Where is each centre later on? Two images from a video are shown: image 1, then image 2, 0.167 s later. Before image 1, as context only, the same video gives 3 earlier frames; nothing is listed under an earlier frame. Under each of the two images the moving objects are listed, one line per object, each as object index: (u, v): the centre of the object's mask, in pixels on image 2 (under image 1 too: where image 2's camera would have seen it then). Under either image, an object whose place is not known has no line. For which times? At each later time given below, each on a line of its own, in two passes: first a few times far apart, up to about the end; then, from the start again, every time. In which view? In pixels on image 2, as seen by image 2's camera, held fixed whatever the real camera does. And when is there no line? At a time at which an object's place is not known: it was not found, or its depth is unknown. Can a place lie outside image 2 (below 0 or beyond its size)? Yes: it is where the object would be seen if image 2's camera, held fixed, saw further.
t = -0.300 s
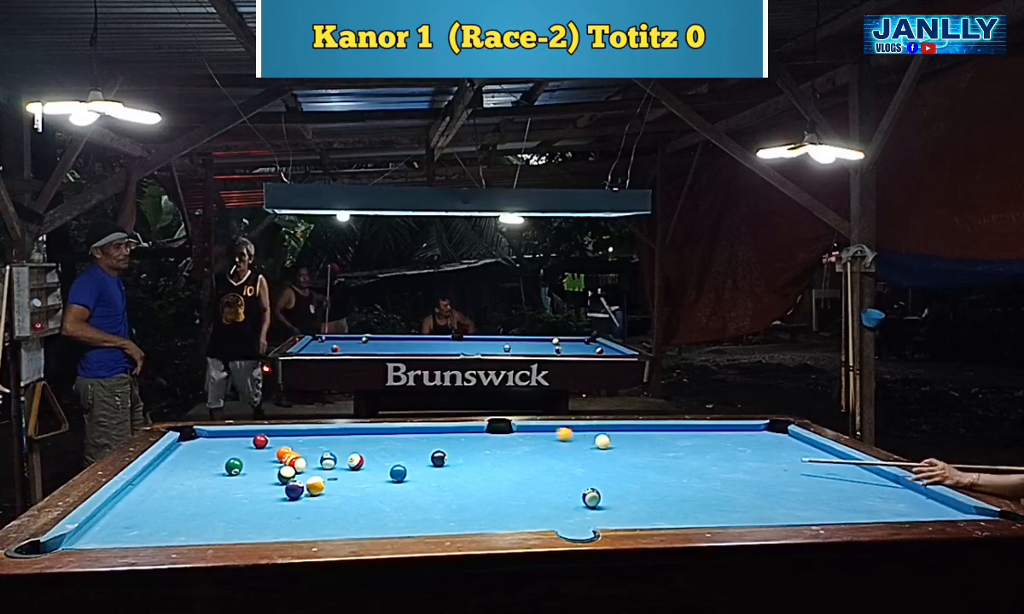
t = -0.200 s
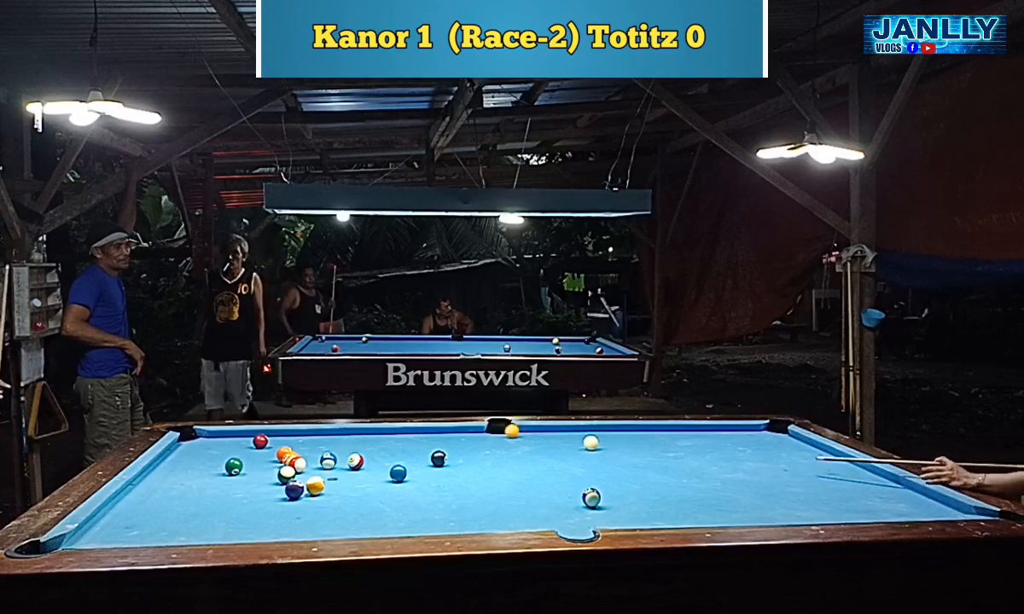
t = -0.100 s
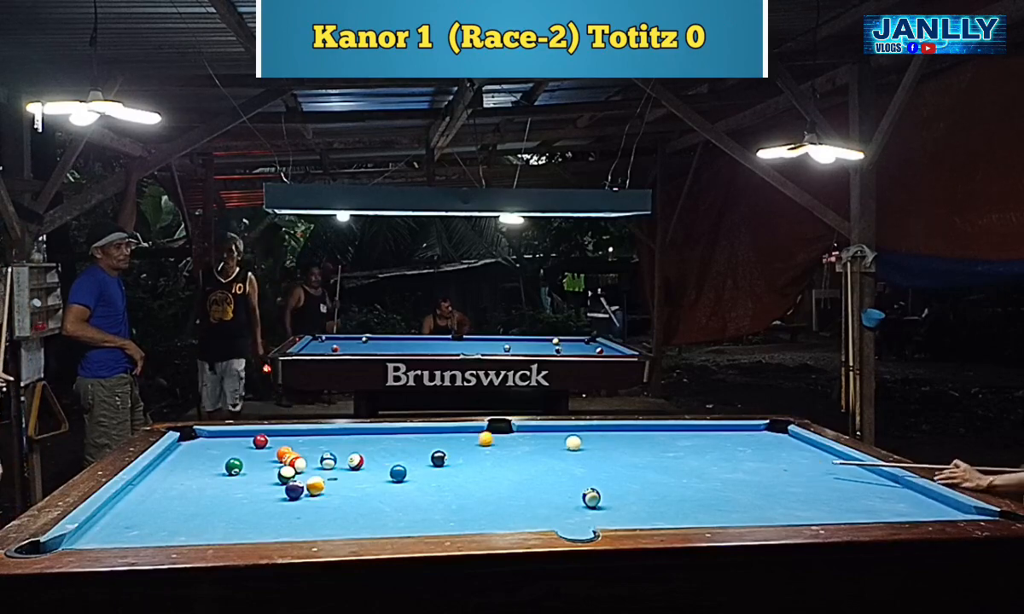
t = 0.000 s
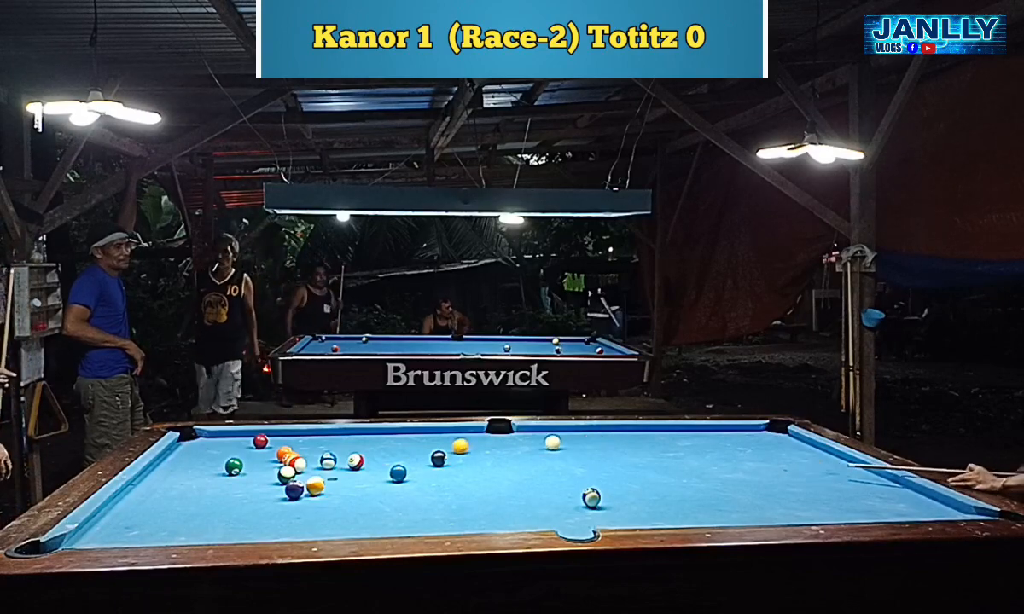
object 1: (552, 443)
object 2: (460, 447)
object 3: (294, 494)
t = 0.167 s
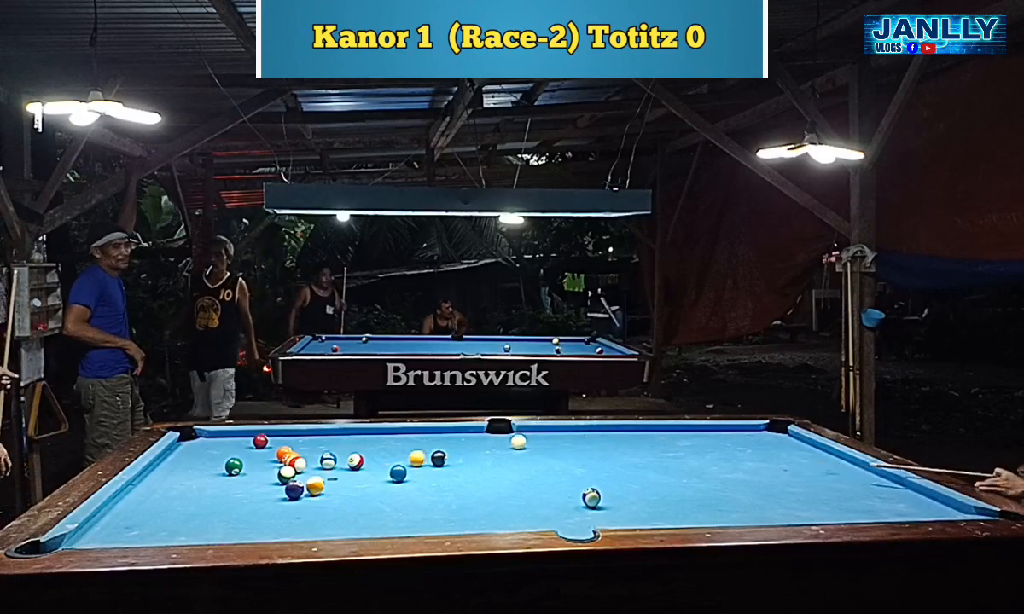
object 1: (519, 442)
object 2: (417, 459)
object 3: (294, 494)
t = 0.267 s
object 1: (498, 442)
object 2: (387, 466)
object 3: (294, 492)
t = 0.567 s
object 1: (439, 441)
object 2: (334, 488)
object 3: (251, 499)
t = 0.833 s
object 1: (387, 440)
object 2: (321, 502)
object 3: (164, 515)
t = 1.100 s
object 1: (337, 439)
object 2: (307, 516)
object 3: (94, 530)
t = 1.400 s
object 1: (282, 439)
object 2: (292, 528)
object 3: (129, 535)
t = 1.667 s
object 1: (256, 435)
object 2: (298, 528)
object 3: (165, 533)
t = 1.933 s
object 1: (237, 433)
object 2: (309, 524)
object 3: (200, 530)
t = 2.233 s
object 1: (219, 435)
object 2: (319, 519)
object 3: (233, 526)
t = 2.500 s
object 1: (205, 438)
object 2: (326, 515)
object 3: (260, 523)
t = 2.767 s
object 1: (193, 439)
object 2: (332, 512)
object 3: (283, 520)
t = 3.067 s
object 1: (183, 441)
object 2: (338, 510)
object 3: (304, 516)
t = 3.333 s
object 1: (185, 441)
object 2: (342, 508)
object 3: (321, 514)
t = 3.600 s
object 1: (187, 442)
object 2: (348, 507)
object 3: (331, 513)
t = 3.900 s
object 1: (189, 442)
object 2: (354, 505)
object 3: (336, 512)
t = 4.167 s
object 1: (189, 442)
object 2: (357, 505)
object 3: (338, 512)
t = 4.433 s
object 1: (189, 442)
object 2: (358, 505)
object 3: (338, 512)
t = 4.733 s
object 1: (189, 442)
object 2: (358, 505)
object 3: (338, 512)
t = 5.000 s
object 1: (189, 442)
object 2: (358, 505)
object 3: (338, 512)
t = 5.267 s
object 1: (189, 442)
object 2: (358, 505)
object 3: (338, 512)
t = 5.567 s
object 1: (188, 442)
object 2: (358, 505)
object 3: (339, 512)
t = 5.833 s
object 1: (188, 442)
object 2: (358, 505)
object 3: (339, 512)
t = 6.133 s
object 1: (189, 442)
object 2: (358, 505)
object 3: (338, 512)
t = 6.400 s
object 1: (189, 442)
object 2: (358, 505)
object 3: (339, 512)
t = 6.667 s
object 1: (189, 442)
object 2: (358, 505)
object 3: (339, 512)
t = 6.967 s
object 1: (188, 442)
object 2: (358, 505)
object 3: (338, 513)
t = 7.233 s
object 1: (188, 442)
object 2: (358, 505)
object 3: (338, 512)
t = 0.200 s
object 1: (512, 442)
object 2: (408, 460)
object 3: (294, 492)
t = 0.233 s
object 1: (505, 442)
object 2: (398, 461)
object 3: (294, 492)
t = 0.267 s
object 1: (498, 442)
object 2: (387, 466)
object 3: (294, 492)
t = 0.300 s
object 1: (492, 442)
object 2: (378, 470)
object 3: (294, 492)
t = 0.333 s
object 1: (485, 442)
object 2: (367, 473)
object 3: (294, 492)
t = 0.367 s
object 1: (479, 441)
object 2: (357, 476)
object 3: (294, 492)
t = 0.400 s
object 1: (472, 441)
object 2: (346, 479)
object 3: (294, 492)
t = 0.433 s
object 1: (465, 441)
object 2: (335, 482)
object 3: (294, 492)
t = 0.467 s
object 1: (459, 441)
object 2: (334, 484)
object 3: (287, 493)
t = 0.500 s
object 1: (452, 441)
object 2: (334, 485)
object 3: (274, 495)
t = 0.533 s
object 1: (445, 441)
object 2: (334, 487)
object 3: (262, 496)
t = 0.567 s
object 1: (439, 441)
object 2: (334, 488)
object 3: (251, 499)
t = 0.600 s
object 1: (432, 441)
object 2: (332, 489)
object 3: (240, 501)
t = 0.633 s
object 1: (426, 441)
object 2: (331, 490)
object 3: (230, 502)
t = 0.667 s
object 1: (419, 441)
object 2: (329, 493)
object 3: (219, 504)
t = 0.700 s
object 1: (413, 441)
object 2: (328, 495)
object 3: (209, 506)
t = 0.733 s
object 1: (406, 441)
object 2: (326, 496)
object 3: (198, 508)
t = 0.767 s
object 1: (400, 441)
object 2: (324, 498)
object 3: (187, 510)
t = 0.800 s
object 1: (394, 440)
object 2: (323, 500)
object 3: (175, 513)
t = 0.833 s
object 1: (387, 440)
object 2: (321, 502)
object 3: (164, 515)
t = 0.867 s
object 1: (381, 440)
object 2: (319, 503)
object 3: (153, 516)
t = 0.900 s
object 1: (374, 440)
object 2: (317, 505)
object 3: (142, 519)
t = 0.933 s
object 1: (368, 440)
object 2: (316, 506)
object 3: (130, 521)
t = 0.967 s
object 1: (362, 440)
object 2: (314, 508)
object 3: (117, 524)
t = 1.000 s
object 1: (356, 440)
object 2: (312, 510)
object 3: (106, 526)
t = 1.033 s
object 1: (349, 440)
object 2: (311, 512)
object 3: (93, 528)
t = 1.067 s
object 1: (343, 440)
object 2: (309, 514)
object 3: (89, 529)
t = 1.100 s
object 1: (337, 439)
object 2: (307, 516)
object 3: (94, 530)
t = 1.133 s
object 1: (331, 439)
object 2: (305, 518)
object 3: (98, 530)
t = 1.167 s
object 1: (325, 439)
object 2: (304, 519)
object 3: (102, 531)
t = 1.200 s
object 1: (319, 439)
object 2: (302, 521)
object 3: (106, 532)
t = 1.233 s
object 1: (313, 439)
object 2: (301, 522)
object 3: (110, 532)
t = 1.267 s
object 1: (307, 439)
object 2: (299, 524)
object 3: (114, 533)
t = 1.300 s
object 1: (301, 439)
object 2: (297, 525)
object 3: (117, 533)
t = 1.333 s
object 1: (294, 439)
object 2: (296, 527)
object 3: (121, 534)
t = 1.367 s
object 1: (288, 439)
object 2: (294, 527)
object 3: (125, 534)
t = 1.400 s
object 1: (282, 439)
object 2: (292, 528)
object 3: (129, 535)
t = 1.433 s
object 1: (276, 439)
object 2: (291, 529)
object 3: (133, 535)
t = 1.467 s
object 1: (273, 438)
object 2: (289, 531)
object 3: (136, 535)
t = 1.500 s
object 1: (270, 438)
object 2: (290, 530)
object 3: (141, 535)
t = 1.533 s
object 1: (267, 438)
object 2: (292, 529)
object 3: (146, 535)
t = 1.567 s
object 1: (265, 437)
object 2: (293, 529)
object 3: (151, 534)
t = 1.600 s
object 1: (261, 437)
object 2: (295, 529)
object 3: (156, 534)
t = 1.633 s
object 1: (259, 436)
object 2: (297, 528)
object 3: (160, 534)
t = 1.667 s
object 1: (256, 435)
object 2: (298, 528)
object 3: (165, 533)
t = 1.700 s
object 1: (253, 435)
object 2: (300, 527)
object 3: (169, 533)
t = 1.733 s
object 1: (251, 434)
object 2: (301, 527)
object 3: (174, 532)
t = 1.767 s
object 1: (248, 434)
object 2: (303, 526)
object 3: (179, 532)
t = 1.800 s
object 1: (246, 433)
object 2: (304, 525)
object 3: (183, 531)
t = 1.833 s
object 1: (244, 433)
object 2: (306, 524)
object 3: (188, 531)
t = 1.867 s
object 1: (242, 432)
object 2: (307, 524)
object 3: (192, 530)
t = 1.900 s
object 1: (239, 433)
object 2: (308, 524)
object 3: (196, 530)
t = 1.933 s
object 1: (237, 433)
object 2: (309, 524)
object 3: (200, 530)
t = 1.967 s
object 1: (234, 433)
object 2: (310, 523)
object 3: (203, 529)
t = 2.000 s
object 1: (232, 434)
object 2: (311, 523)
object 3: (207, 529)
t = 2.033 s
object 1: (230, 434)
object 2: (312, 522)
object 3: (211, 529)
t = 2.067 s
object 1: (229, 434)
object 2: (314, 522)
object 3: (215, 528)
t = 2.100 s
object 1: (227, 434)
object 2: (315, 521)
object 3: (219, 528)
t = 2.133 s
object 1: (225, 434)
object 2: (316, 520)
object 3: (223, 527)
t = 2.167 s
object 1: (224, 435)
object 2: (317, 520)
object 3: (227, 526)
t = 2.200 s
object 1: (222, 435)
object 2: (318, 520)
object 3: (230, 526)
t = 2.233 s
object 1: (219, 435)
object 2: (319, 519)
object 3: (233, 526)
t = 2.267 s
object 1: (218, 435)
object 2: (320, 519)
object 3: (237, 526)
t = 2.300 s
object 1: (216, 436)
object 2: (321, 518)
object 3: (241, 525)
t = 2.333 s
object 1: (214, 436)
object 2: (322, 517)
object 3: (244, 525)
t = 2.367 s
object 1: (212, 437)
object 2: (323, 517)
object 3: (247, 524)
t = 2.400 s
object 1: (211, 437)
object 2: (324, 517)
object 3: (250, 524)
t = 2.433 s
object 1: (209, 437)
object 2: (325, 516)
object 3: (254, 524)
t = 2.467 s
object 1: (207, 437)
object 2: (326, 516)
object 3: (257, 523)
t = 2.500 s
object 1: (205, 438)
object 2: (326, 515)
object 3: (260, 523)
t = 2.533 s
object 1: (204, 438)
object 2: (327, 515)
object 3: (263, 522)
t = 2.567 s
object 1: (202, 438)
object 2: (328, 514)
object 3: (266, 522)
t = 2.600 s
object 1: (201, 438)
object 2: (329, 514)
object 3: (269, 521)
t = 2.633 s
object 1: (199, 439)
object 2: (330, 513)
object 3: (272, 521)
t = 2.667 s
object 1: (198, 439)
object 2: (330, 513)
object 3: (274, 521)
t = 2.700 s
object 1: (196, 439)
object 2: (331, 513)
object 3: (277, 520)
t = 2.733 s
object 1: (195, 439)
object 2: (332, 512)
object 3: (280, 520)
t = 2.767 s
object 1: (193, 439)
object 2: (332, 512)
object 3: (283, 520)
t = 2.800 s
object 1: (192, 440)
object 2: (333, 512)
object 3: (285, 519)
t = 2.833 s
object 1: (190, 439)
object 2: (334, 512)
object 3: (288, 519)
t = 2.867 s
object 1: (189, 440)
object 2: (335, 511)
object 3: (290, 518)
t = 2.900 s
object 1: (188, 440)
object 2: (335, 511)
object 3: (293, 518)
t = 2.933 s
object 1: (186, 441)
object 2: (336, 511)
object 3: (295, 518)
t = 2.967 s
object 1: (185, 440)
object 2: (337, 510)
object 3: (298, 517)
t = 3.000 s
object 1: (184, 441)
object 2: (337, 510)
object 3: (300, 517)
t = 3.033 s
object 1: (183, 441)
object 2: (338, 510)
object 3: (302, 517)
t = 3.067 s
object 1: (183, 441)
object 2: (338, 510)
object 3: (304, 516)
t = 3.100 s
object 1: (183, 441)
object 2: (339, 510)
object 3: (306, 516)
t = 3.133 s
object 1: (183, 441)
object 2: (339, 509)
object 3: (309, 516)
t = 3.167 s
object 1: (184, 441)
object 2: (340, 509)
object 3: (311, 515)
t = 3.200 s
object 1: (184, 441)
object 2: (340, 509)
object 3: (313, 515)
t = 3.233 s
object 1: (184, 441)
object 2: (341, 509)
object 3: (315, 515)
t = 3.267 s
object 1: (185, 441)
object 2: (341, 509)
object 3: (317, 514)
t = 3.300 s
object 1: (185, 441)
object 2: (342, 509)
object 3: (318, 514)
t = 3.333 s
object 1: (185, 441)
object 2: (342, 508)
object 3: (321, 514)
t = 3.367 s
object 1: (186, 441)
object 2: (343, 508)
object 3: (322, 513)
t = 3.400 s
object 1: (186, 441)
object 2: (343, 508)
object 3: (324, 513)
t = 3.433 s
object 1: (186, 442)
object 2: (344, 508)
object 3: (326, 513)
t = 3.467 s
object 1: (186, 442)
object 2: (344, 508)
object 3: (327, 513)
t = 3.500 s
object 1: (186, 442)
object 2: (345, 508)
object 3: (328, 513)
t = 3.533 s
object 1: (187, 442)
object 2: (346, 507)
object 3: (329, 513)
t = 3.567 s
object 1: (186, 442)
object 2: (348, 507)
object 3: (330, 513)
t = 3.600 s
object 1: (187, 442)
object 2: (348, 507)
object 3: (331, 513)
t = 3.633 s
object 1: (187, 442)
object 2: (349, 507)
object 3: (331, 513)
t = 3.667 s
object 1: (187, 442)
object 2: (349, 506)
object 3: (332, 513)
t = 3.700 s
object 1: (187, 442)
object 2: (350, 506)
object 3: (333, 513)
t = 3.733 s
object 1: (187, 442)
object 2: (351, 506)
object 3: (333, 513)
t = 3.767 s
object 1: (188, 442)
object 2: (352, 506)
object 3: (334, 513)
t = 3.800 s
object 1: (188, 442)
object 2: (352, 506)
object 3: (335, 513)
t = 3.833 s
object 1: (188, 442)
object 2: (353, 505)
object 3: (335, 512)
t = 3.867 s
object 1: (188, 442)
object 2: (353, 505)
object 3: (335, 512)
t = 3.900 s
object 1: (189, 442)
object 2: (354, 505)
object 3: (336, 512)
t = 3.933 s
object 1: (189, 442)
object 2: (354, 505)
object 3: (336, 512)
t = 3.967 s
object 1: (189, 442)
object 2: (355, 505)
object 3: (337, 512)
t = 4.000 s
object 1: (189, 442)
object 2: (355, 505)
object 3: (337, 512)
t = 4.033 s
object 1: (189, 442)
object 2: (356, 505)
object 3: (337, 512)
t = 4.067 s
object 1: (189, 442)
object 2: (356, 505)
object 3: (338, 512)
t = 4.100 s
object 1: (189, 442)
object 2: (356, 505)
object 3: (338, 512)
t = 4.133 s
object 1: (189, 442)
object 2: (357, 505)
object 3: (338, 512)
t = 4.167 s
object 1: (189, 442)
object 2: (357, 505)
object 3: (338, 512)
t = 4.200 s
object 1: (189, 442)
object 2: (357, 505)
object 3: (338, 512)
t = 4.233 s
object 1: (188, 442)
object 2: (357, 505)
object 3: (338, 512)
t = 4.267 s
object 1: (189, 442)
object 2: (358, 505)
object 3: (338, 512)
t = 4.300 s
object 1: (188, 442)
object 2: (358, 505)
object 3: (338, 512)
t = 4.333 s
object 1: (189, 442)
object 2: (358, 505)
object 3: (338, 512)
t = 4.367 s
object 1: (189, 442)
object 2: (358, 505)
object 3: (339, 512)
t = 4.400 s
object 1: (189, 442)
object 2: (358, 505)
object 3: (338, 512)
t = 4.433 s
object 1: (189, 442)
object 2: (358, 505)
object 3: (338, 512)
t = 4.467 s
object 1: (189, 442)
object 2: (358, 505)
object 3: (338, 512)
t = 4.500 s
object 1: (189, 442)
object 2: (358, 505)
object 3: (338, 512)
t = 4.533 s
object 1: (189, 442)
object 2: (358, 505)
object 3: (338, 512)
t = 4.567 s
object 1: (189, 442)
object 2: (358, 505)
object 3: (338, 512)
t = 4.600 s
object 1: (189, 442)
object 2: (358, 505)
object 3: (338, 512)
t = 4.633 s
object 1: (189, 442)
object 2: (358, 505)
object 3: (338, 512)
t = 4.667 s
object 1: (189, 442)
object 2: (358, 505)
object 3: (338, 512)
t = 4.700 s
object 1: (189, 442)
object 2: (358, 505)
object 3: (338, 512)
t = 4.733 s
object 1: (189, 442)
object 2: (358, 505)
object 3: (338, 512)
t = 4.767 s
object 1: (189, 442)
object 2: (358, 505)
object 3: (338, 512)
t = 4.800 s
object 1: (189, 442)
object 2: (358, 505)
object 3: (338, 512)
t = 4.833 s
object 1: (189, 442)
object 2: (358, 505)
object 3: (338, 512)
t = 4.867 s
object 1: (189, 442)
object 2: (358, 505)
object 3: (338, 512)
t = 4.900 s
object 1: (189, 442)
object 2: (358, 505)
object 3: (338, 512)
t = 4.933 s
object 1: (189, 442)
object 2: (358, 505)
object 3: (338, 512)
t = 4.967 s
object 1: (189, 442)
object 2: (358, 505)
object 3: (338, 512)
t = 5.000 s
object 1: (189, 442)
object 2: (358, 505)
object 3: (338, 512)
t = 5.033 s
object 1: (188, 442)
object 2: (358, 505)
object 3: (338, 512)
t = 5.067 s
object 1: (189, 442)
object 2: (358, 505)
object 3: (338, 512)
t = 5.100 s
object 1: (189, 442)
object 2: (358, 505)
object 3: (338, 512)
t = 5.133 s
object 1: (189, 442)
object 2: (358, 505)
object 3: (338, 512)
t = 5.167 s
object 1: (189, 442)
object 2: (358, 505)
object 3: (338, 512)
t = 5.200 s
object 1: (189, 442)
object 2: (358, 505)
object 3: (338, 512)
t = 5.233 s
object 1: (189, 442)
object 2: (358, 505)
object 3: (338, 512)
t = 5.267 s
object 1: (189, 442)
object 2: (358, 505)
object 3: (338, 512)
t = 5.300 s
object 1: (189, 442)
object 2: (358, 505)
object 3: (338, 512)
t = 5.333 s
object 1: (189, 442)
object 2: (358, 505)
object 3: (338, 512)
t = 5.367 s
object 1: (189, 442)
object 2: (358, 505)
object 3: (338, 512)
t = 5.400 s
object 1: (189, 442)
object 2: (358, 505)
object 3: (338, 512)
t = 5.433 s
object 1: (189, 442)
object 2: (358, 505)
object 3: (339, 512)
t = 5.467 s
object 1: (189, 442)
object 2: (358, 505)
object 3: (339, 512)
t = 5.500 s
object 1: (189, 442)
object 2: (358, 505)
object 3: (338, 512)
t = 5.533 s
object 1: (189, 442)
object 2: (358, 505)
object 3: (339, 512)
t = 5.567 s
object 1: (188, 442)
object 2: (358, 505)
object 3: (339, 512)
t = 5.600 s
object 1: (189, 442)
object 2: (358, 505)
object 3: (338, 512)
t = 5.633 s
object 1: (189, 442)
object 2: (358, 505)
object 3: (339, 512)
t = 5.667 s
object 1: (189, 442)
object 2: (358, 505)
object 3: (338, 512)
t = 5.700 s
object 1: (189, 442)
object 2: (358, 505)
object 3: (339, 512)
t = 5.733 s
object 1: (189, 442)
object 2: (358, 505)
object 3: (338, 512)
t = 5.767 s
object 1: (189, 442)
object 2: (358, 505)
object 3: (339, 512)
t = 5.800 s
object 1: (188, 442)
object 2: (358, 505)
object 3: (338, 512)
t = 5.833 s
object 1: (188, 442)
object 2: (358, 505)
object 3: (339, 512)
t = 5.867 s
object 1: (189, 442)
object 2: (358, 505)
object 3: (339, 512)
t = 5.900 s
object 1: (189, 442)
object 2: (358, 505)
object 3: (338, 512)
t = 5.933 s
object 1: (188, 442)
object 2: (358, 505)
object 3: (339, 512)
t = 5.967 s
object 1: (189, 442)
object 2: (358, 505)
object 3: (338, 512)
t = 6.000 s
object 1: (189, 442)
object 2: (358, 505)
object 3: (339, 512)
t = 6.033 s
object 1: (189, 442)
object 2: (358, 505)
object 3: (339, 512)
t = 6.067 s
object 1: (189, 442)
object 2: (358, 505)
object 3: (338, 512)
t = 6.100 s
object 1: (189, 442)
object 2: (358, 505)
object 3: (339, 512)
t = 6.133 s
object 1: (189, 442)
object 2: (358, 505)
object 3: (338, 512)
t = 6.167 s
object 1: (189, 442)
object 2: (358, 505)
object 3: (339, 512)
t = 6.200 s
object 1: (189, 442)
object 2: (358, 505)
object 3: (339, 512)
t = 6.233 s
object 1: (189, 442)
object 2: (358, 505)
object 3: (339, 512)
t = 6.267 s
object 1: (188, 442)
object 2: (358, 505)
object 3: (339, 512)
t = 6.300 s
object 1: (188, 442)
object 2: (358, 505)
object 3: (339, 512)
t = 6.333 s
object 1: (189, 442)
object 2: (358, 505)
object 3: (339, 512)
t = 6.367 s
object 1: (189, 442)
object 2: (358, 505)
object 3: (339, 512)
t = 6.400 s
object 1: (189, 442)
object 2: (358, 505)
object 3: (339, 512)
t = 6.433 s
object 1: (189, 442)
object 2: (358, 505)
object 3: (339, 512)
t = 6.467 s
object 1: (189, 442)
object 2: (358, 505)
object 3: (339, 512)
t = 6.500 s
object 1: (189, 442)
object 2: (358, 505)
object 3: (338, 512)
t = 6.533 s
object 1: (189, 442)
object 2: (358, 505)
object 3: (339, 512)
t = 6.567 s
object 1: (189, 442)
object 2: (358, 505)
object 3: (339, 512)
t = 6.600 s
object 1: (189, 442)
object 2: (358, 505)
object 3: (339, 512)
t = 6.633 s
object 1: (189, 442)
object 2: (358, 505)
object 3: (339, 512)
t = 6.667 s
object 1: (189, 442)
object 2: (358, 505)
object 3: (339, 512)
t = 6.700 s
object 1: (189, 442)
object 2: (358, 505)
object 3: (339, 512)
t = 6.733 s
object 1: (189, 442)
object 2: (358, 505)
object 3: (339, 512)
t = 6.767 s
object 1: (189, 442)
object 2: (358, 505)
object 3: (339, 512)
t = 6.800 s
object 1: (189, 442)
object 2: (358, 505)
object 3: (339, 512)
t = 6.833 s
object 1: (188, 442)
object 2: (358, 505)
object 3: (338, 512)
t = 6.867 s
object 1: (188, 442)
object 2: (358, 505)
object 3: (338, 513)
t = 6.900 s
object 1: (188, 442)
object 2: (358, 505)
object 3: (338, 513)
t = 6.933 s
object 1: (188, 442)
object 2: (358, 505)
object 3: (338, 513)
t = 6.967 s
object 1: (188, 442)
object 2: (358, 505)
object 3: (338, 513)
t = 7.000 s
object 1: (188, 442)
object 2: (358, 505)
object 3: (338, 512)
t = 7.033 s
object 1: (189, 442)
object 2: (358, 505)
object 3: (339, 512)
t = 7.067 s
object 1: (188, 442)
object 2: (358, 505)
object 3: (338, 512)
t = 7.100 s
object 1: (188, 442)
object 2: (358, 505)
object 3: (338, 512)
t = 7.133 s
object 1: (188, 442)
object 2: (358, 505)
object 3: (338, 512)
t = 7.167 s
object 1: (188, 442)
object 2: (358, 505)
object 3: (338, 512)
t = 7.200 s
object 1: (188, 442)
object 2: (358, 505)
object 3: (338, 512)
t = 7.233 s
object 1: (188, 442)
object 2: (358, 505)
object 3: (338, 512)
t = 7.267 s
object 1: (188, 442)
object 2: (358, 505)
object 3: (338, 512)
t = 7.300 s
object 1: (188, 442)
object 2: (358, 505)
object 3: (338, 512)
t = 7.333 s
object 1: (188, 442)
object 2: (358, 505)
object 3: (338, 512)
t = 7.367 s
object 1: (188, 442)
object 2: (358, 505)
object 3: (338, 512)
